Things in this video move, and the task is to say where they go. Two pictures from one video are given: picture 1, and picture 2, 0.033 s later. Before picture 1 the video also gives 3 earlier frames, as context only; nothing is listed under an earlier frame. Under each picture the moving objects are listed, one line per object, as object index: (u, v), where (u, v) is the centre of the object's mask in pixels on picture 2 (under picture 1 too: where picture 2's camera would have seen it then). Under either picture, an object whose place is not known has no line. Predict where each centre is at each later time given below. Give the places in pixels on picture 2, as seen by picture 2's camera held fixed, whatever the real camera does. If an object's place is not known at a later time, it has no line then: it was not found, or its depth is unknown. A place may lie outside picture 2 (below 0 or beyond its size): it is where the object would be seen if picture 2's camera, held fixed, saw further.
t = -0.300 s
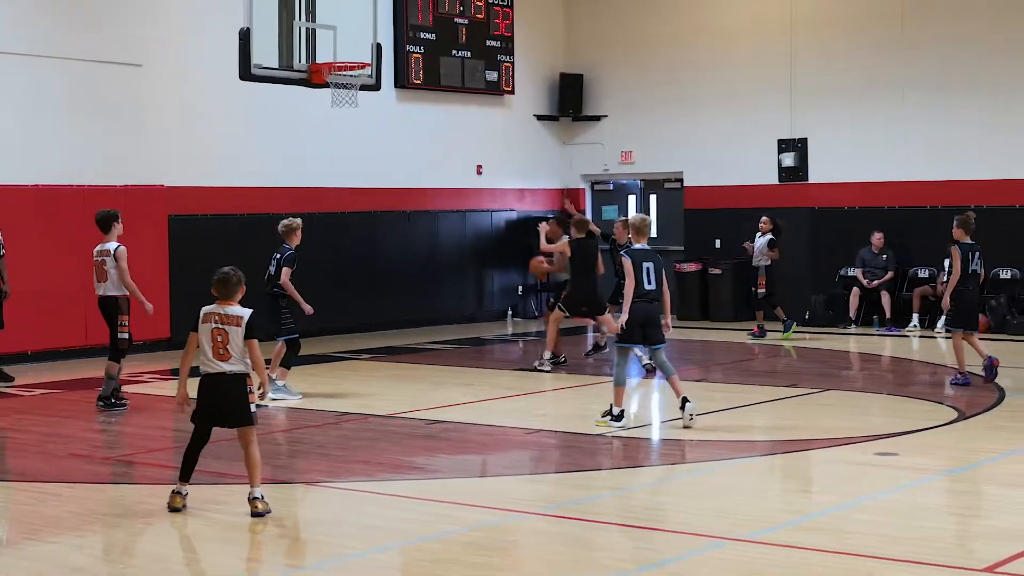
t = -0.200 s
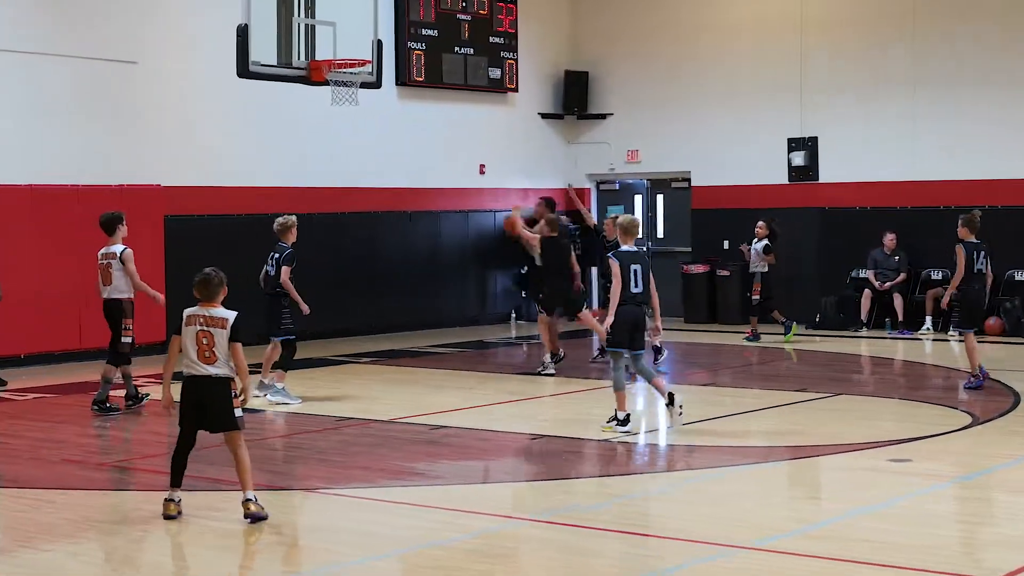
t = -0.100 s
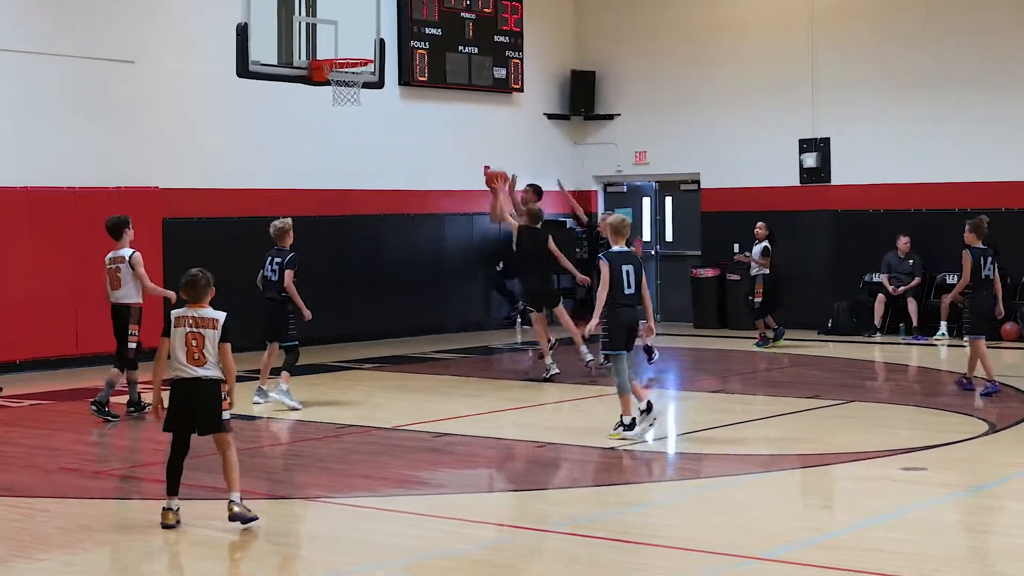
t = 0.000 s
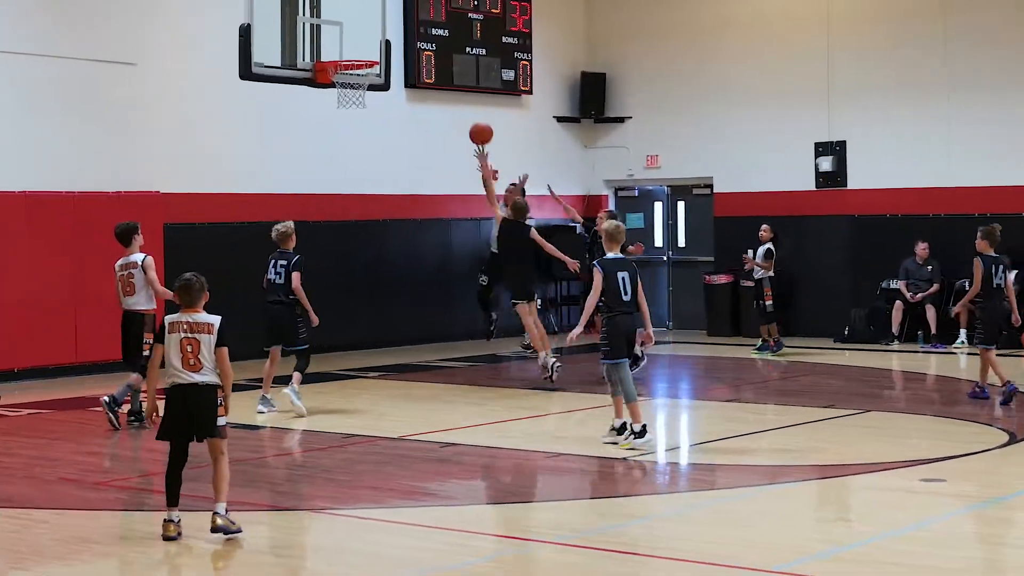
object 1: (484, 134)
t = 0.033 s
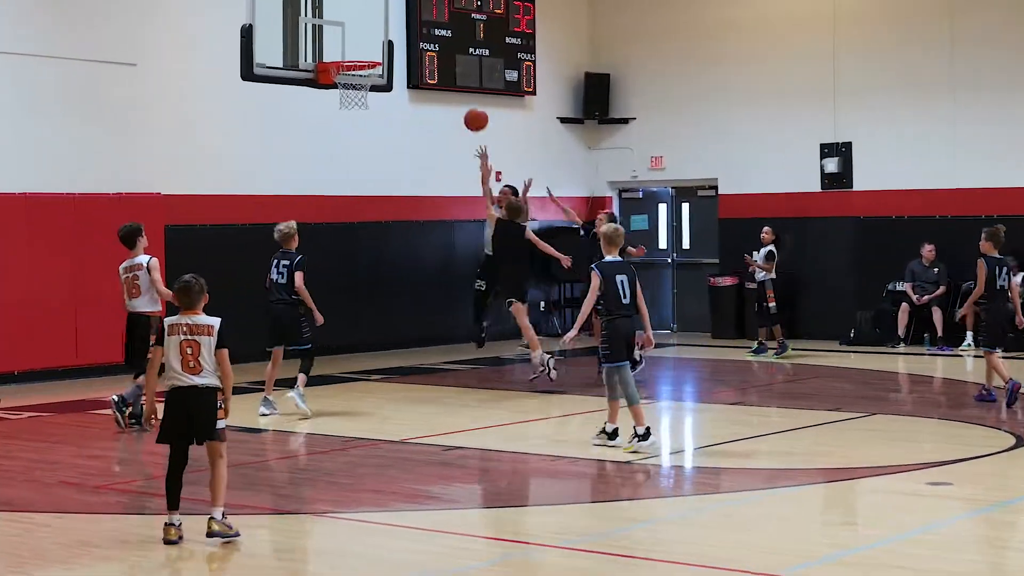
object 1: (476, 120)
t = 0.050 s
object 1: (472, 113)
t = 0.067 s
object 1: (468, 105)
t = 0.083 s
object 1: (465, 98)
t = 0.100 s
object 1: (460, 92)
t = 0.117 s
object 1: (457, 85)
